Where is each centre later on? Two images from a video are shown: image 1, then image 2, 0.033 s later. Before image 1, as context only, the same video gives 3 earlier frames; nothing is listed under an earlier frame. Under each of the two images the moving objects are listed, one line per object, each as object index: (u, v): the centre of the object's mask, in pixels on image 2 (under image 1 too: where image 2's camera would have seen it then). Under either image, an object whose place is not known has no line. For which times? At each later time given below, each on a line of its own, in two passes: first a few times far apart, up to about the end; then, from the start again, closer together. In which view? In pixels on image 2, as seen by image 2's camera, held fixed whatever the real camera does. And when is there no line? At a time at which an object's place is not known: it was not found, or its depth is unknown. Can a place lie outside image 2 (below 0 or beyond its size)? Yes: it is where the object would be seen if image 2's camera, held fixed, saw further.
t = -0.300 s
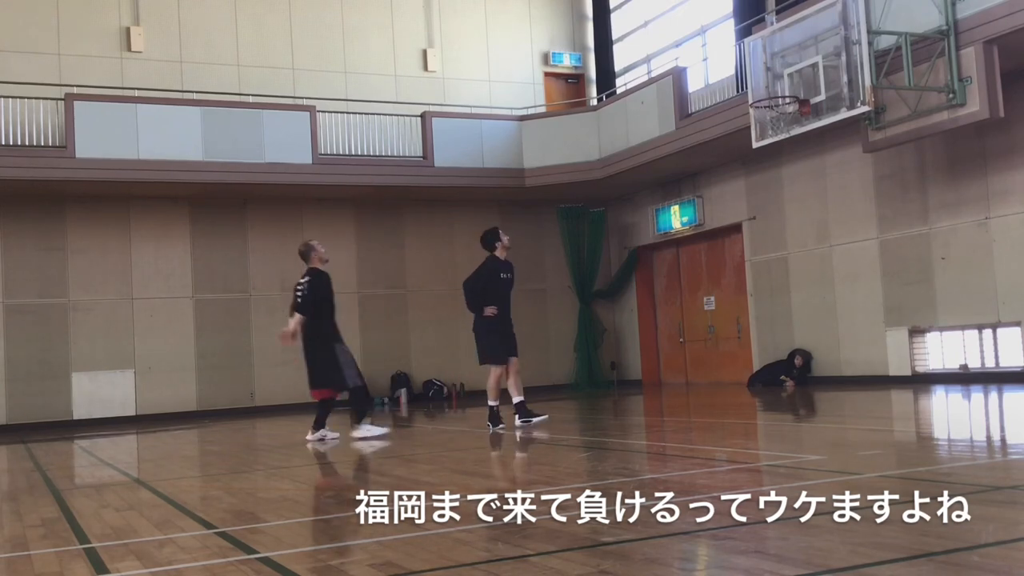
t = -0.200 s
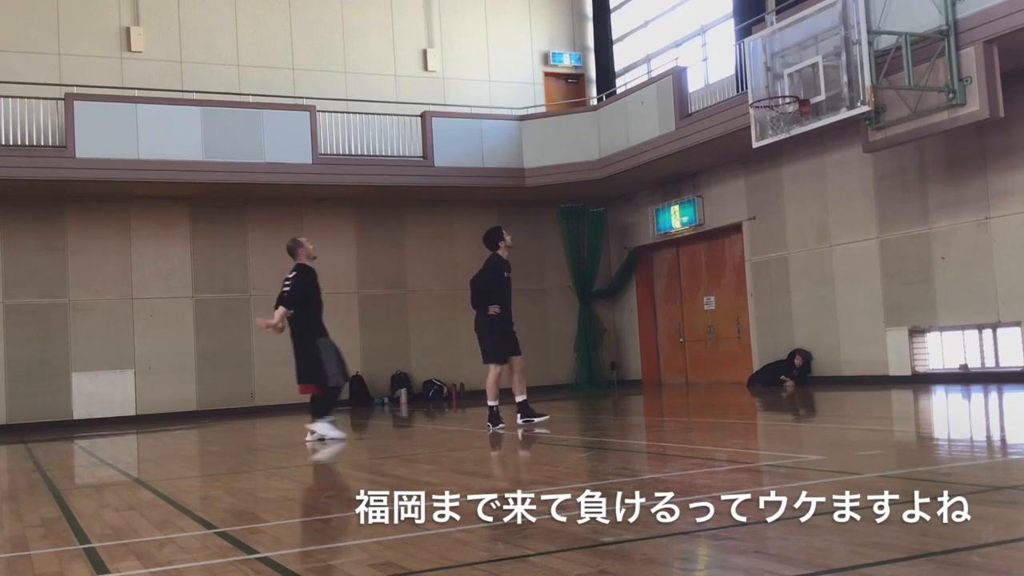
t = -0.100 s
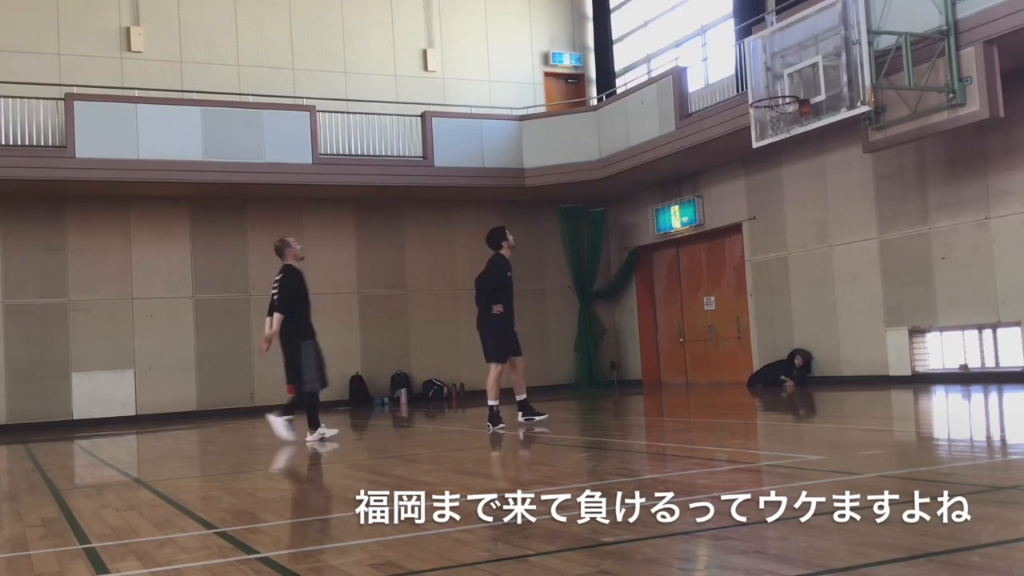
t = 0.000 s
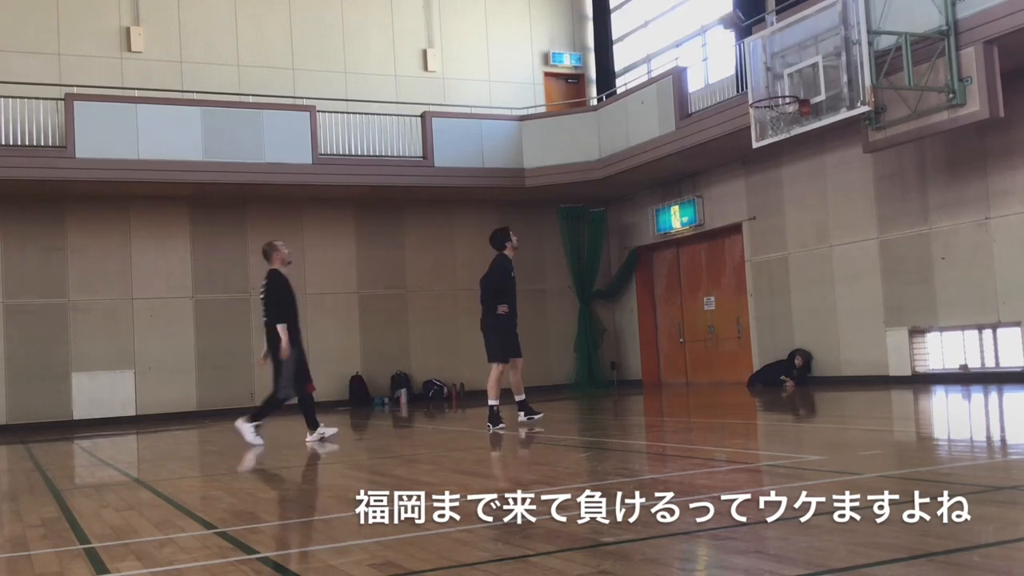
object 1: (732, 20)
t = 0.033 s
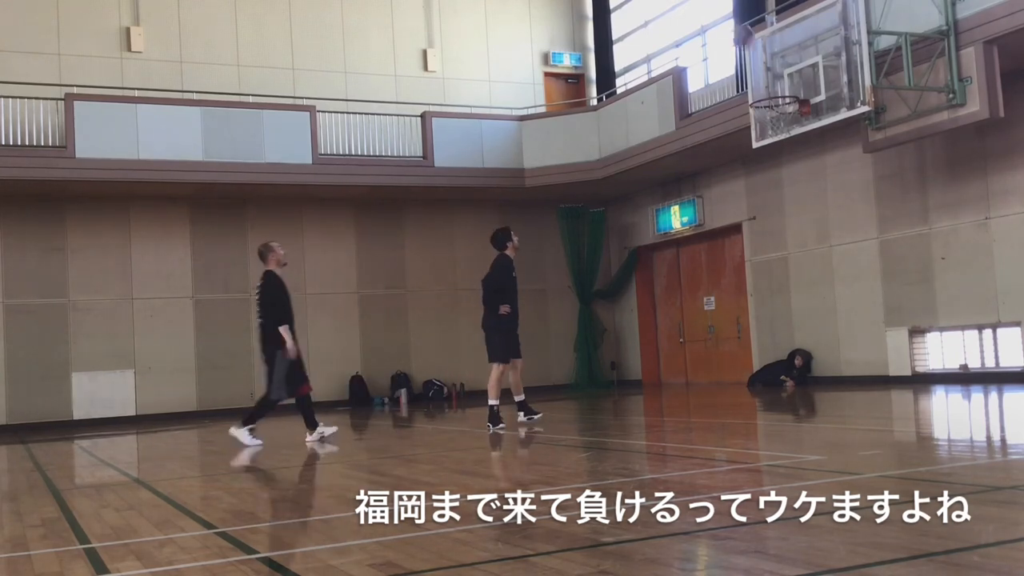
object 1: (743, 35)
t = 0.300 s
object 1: (788, 149)
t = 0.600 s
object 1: (786, 286)
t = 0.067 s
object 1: (753, 51)
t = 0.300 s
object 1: (788, 149)
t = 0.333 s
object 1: (786, 159)
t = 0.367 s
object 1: (788, 173)
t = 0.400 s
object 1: (786, 185)
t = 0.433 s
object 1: (786, 200)
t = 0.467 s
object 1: (786, 215)
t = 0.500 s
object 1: (785, 232)
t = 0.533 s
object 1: (785, 248)
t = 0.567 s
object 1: (786, 268)
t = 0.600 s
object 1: (786, 286)
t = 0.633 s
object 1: (787, 306)
